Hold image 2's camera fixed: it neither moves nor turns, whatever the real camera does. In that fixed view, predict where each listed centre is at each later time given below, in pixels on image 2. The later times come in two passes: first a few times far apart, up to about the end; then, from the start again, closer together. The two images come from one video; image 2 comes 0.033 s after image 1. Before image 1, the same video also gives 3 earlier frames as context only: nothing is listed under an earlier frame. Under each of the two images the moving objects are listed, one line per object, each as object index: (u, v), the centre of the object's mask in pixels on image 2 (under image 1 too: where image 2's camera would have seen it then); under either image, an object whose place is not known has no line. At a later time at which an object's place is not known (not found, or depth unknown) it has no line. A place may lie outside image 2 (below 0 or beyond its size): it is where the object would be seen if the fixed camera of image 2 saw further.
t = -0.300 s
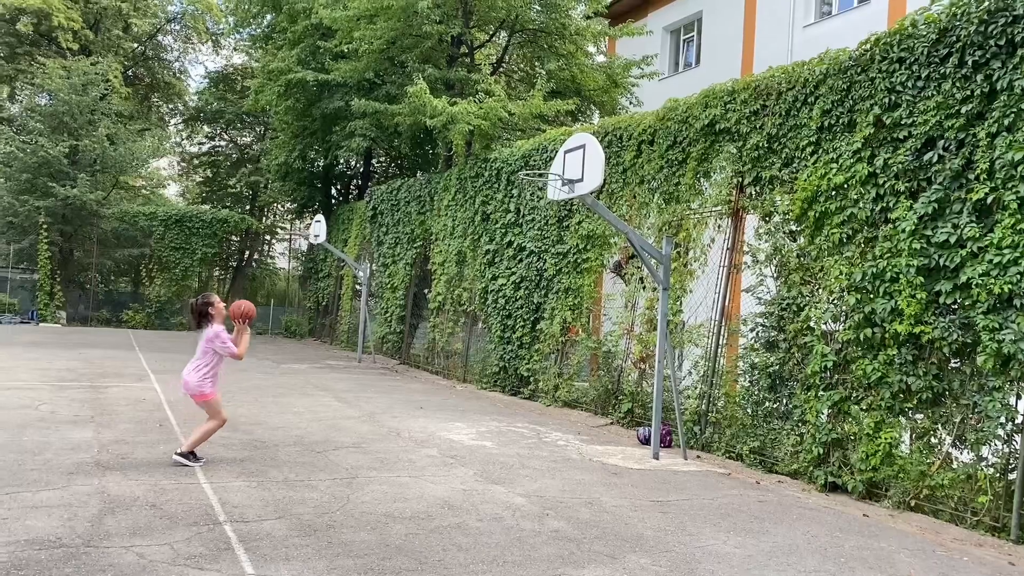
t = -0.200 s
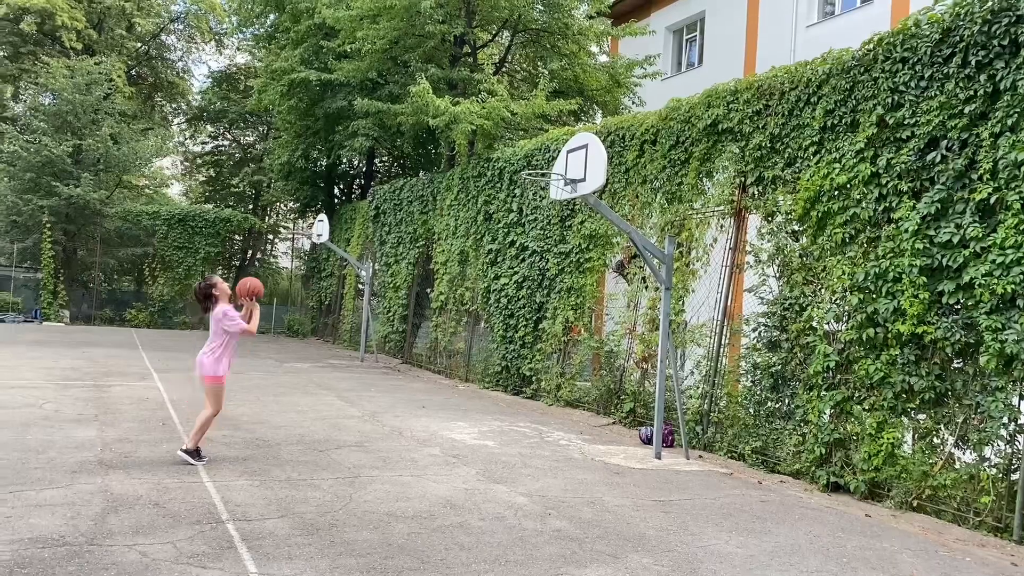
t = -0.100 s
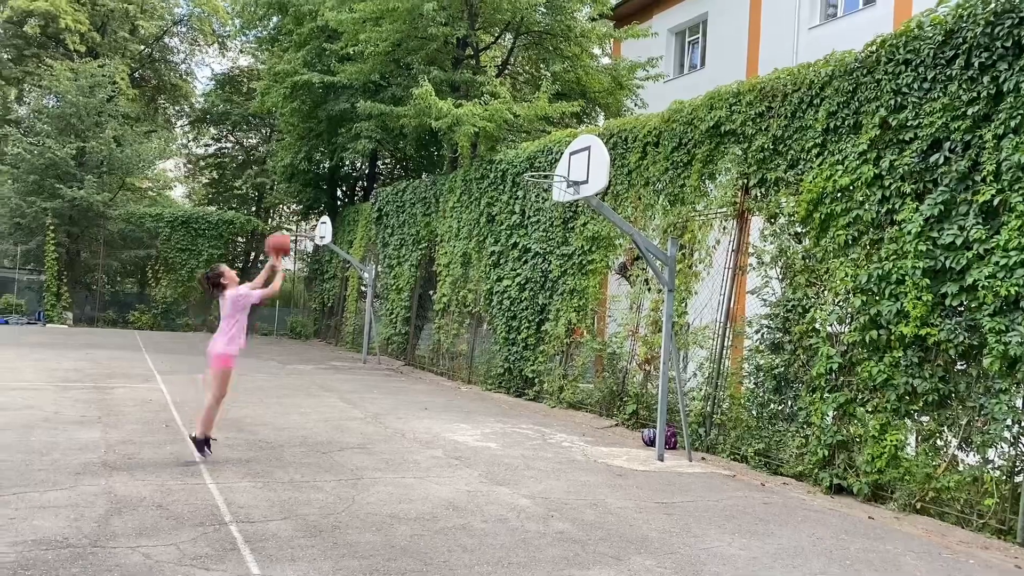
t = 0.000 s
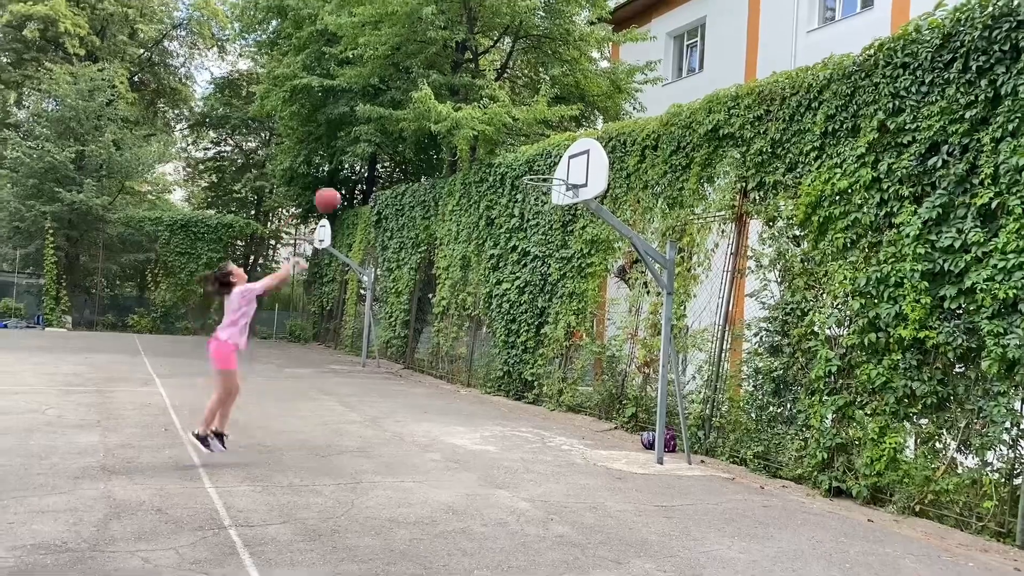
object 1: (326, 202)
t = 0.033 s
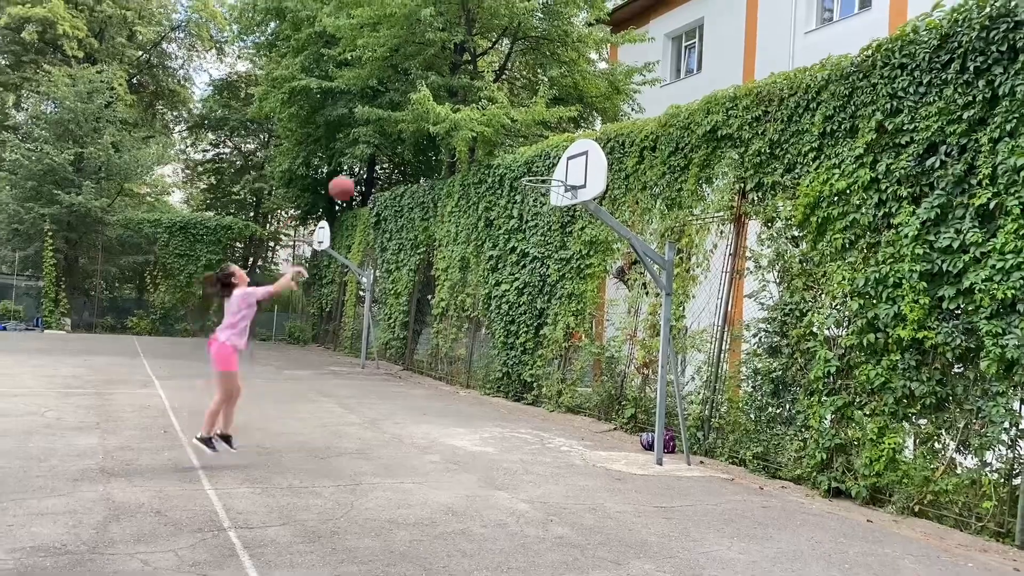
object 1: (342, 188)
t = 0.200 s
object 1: (415, 141)
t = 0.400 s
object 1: (493, 124)
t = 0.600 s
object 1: (562, 145)
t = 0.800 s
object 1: (547, 167)
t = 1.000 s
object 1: (503, 174)
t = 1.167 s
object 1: (466, 209)
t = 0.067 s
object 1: (357, 176)
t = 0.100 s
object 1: (372, 166)
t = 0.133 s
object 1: (387, 156)
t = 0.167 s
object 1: (401, 148)
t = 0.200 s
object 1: (415, 141)
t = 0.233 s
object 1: (429, 135)
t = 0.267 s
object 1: (442, 130)
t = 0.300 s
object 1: (456, 127)
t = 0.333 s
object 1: (469, 125)
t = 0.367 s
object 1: (482, 124)
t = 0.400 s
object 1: (493, 124)
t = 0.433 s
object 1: (505, 124)
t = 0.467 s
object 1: (518, 127)
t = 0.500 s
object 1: (528, 130)
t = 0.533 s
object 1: (540, 134)
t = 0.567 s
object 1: (551, 139)
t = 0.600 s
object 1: (562, 145)
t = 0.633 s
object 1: (574, 152)
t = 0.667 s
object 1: (574, 158)
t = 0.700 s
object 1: (566, 162)
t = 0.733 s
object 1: (561, 167)
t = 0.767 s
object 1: (554, 168)
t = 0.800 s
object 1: (547, 167)
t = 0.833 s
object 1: (540, 165)
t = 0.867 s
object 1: (533, 165)
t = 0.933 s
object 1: (519, 168)
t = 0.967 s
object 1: (510, 172)
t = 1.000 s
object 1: (503, 174)
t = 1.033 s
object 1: (496, 179)
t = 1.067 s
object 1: (488, 185)
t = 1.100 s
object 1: (481, 193)
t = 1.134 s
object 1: (473, 200)
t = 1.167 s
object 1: (466, 209)
